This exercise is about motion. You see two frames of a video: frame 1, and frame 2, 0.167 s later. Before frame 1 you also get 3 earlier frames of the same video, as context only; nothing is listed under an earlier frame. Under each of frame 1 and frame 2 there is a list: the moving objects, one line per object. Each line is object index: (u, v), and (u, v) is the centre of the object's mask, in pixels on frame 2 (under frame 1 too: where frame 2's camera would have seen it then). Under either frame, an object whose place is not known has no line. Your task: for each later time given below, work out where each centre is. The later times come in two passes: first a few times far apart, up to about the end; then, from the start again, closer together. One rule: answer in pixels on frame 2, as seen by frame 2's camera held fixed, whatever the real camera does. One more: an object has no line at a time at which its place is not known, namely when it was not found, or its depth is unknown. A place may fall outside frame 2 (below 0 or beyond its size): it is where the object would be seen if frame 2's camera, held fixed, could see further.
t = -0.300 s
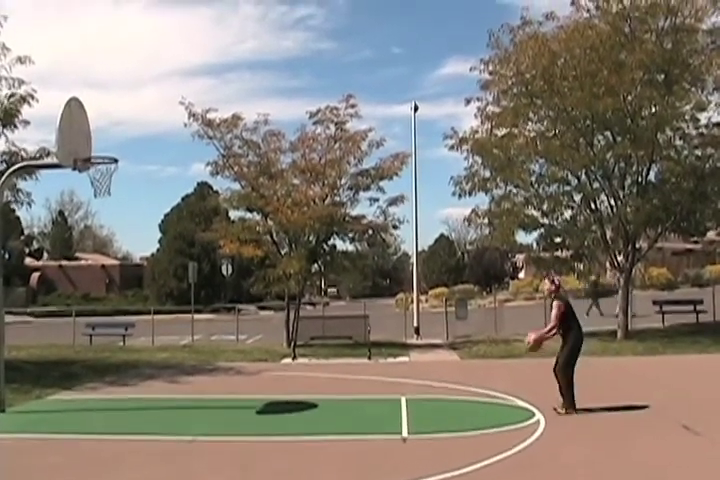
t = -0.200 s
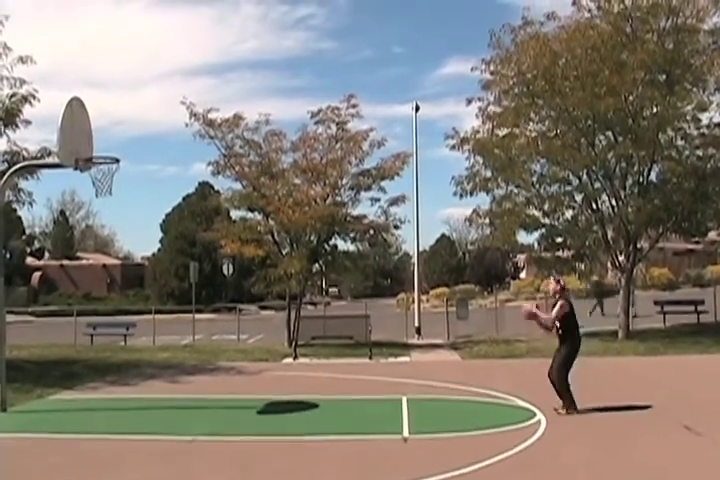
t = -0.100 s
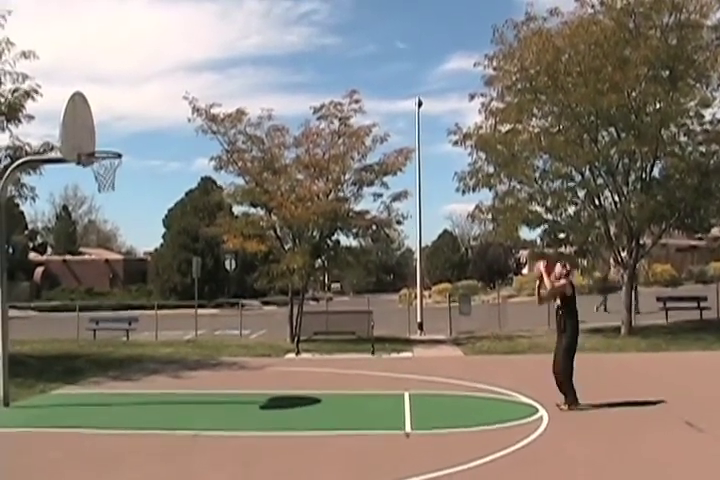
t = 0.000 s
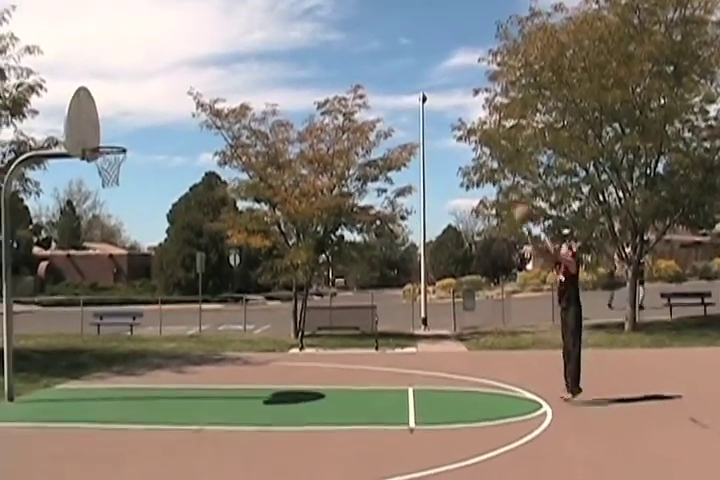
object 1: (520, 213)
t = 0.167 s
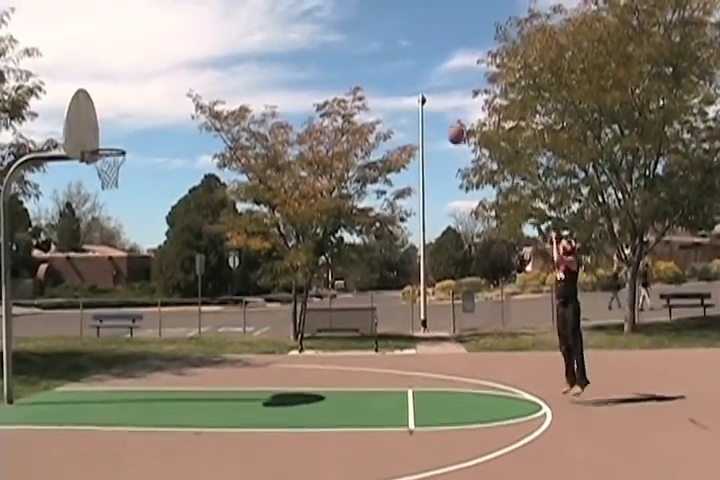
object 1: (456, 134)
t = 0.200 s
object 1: (443, 121)
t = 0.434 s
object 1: (355, 56)
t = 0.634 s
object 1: (284, 38)
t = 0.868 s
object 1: (203, 56)
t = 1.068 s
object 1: (137, 106)
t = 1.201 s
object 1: (102, 153)
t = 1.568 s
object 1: (125, 207)
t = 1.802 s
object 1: (126, 292)
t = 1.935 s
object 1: (126, 359)
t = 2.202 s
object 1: (120, 313)
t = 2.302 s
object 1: (116, 283)
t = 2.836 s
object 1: (94, 273)
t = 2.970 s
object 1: (91, 307)
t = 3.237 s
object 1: (80, 381)
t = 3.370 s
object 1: (76, 338)
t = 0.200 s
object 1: (443, 121)
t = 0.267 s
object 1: (418, 99)
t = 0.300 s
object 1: (405, 88)
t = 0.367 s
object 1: (380, 70)
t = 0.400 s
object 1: (368, 63)
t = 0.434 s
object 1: (355, 56)
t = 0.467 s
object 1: (343, 50)
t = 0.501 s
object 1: (331, 46)
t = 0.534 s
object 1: (320, 43)
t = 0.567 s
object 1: (307, 40)
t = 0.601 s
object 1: (295, 38)
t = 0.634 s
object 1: (284, 38)
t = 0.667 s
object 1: (272, 38)
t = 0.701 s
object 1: (261, 39)
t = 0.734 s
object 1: (249, 40)
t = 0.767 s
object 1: (237, 43)
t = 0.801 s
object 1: (226, 46)
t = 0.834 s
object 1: (214, 50)
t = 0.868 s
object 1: (203, 56)
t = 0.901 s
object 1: (192, 62)
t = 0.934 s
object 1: (181, 69)
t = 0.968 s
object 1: (170, 77)
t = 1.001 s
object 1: (159, 86)
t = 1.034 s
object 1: (148, 96)
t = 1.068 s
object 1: (137, 106)
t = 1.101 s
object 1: (127, 117)
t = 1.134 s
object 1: (116, 130)
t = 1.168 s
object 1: (106, 142)
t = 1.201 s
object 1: (102, 153)
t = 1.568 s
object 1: (125, 207)
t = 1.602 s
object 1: (125, 217)
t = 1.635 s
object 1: (126, 227)
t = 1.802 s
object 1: (126, 292)
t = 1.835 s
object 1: (127, 308)
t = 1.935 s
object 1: (126, 359)
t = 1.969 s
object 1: (128, 378)
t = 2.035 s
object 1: (127, 379)
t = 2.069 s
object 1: (123, 363)
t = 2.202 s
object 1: (120, 313)
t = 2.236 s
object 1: (118, 302)
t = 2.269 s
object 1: (117, 291)
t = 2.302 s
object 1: (116, 283)
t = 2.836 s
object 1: (94, 273)
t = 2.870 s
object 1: (93, 280)
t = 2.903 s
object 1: (93, 288)
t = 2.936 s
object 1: (92, 295)
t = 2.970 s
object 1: (91, 307)
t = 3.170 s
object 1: (82, 382)
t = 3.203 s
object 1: (82, 395)
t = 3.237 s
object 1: (80, 381)
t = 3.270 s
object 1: (77, 366)
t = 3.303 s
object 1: (75, 356)
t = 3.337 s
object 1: (76, 347)
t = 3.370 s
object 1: (76, 338)
